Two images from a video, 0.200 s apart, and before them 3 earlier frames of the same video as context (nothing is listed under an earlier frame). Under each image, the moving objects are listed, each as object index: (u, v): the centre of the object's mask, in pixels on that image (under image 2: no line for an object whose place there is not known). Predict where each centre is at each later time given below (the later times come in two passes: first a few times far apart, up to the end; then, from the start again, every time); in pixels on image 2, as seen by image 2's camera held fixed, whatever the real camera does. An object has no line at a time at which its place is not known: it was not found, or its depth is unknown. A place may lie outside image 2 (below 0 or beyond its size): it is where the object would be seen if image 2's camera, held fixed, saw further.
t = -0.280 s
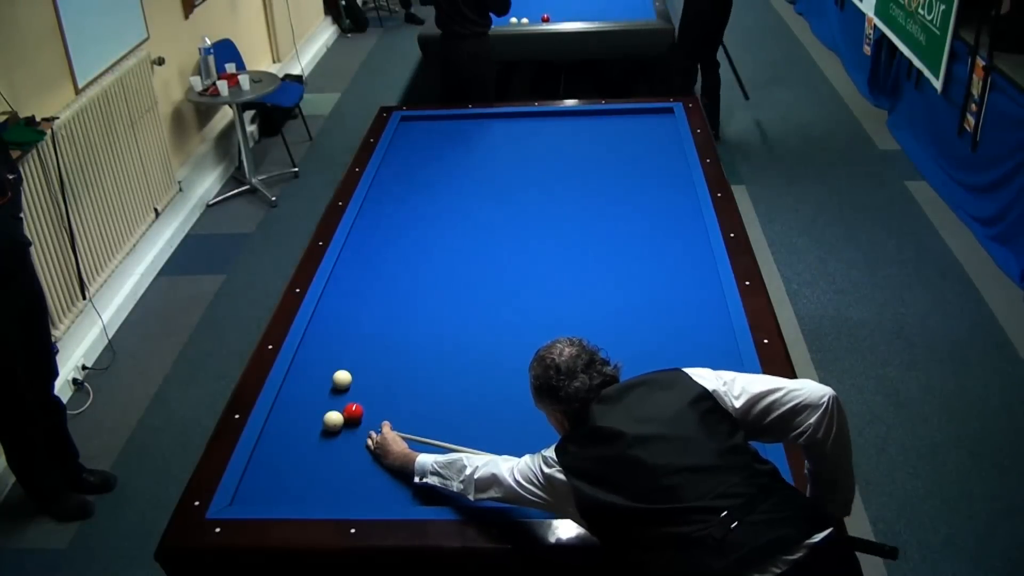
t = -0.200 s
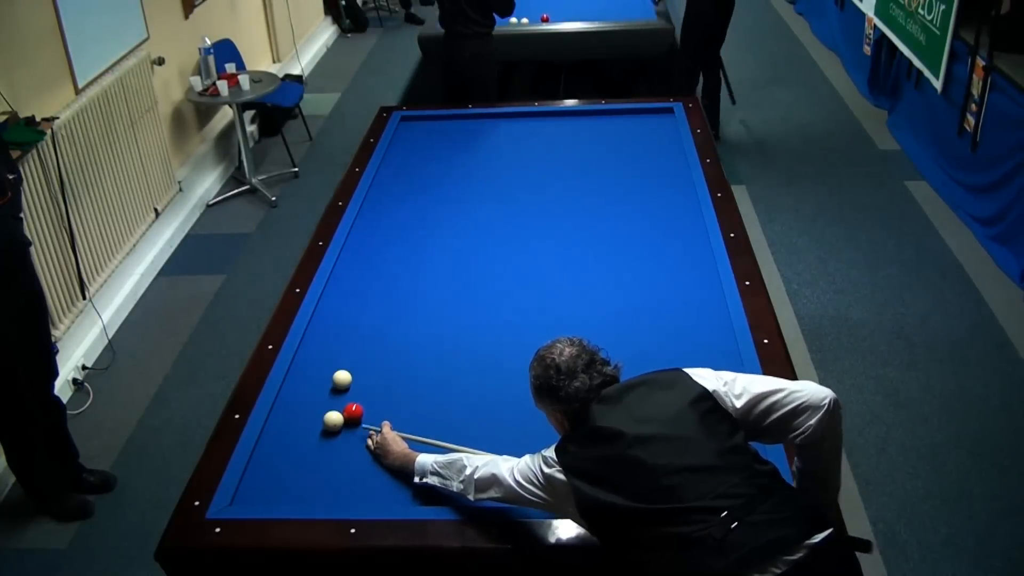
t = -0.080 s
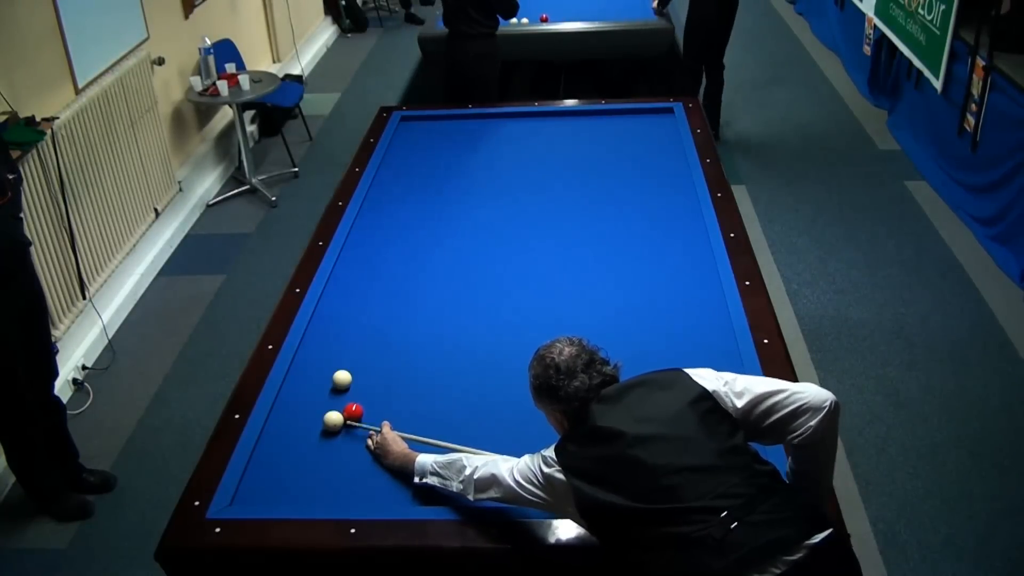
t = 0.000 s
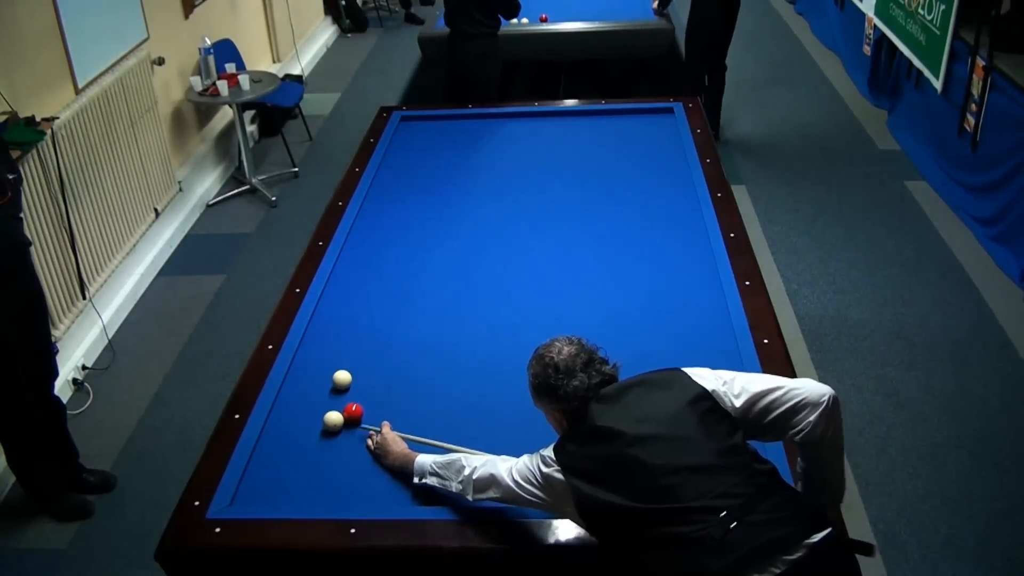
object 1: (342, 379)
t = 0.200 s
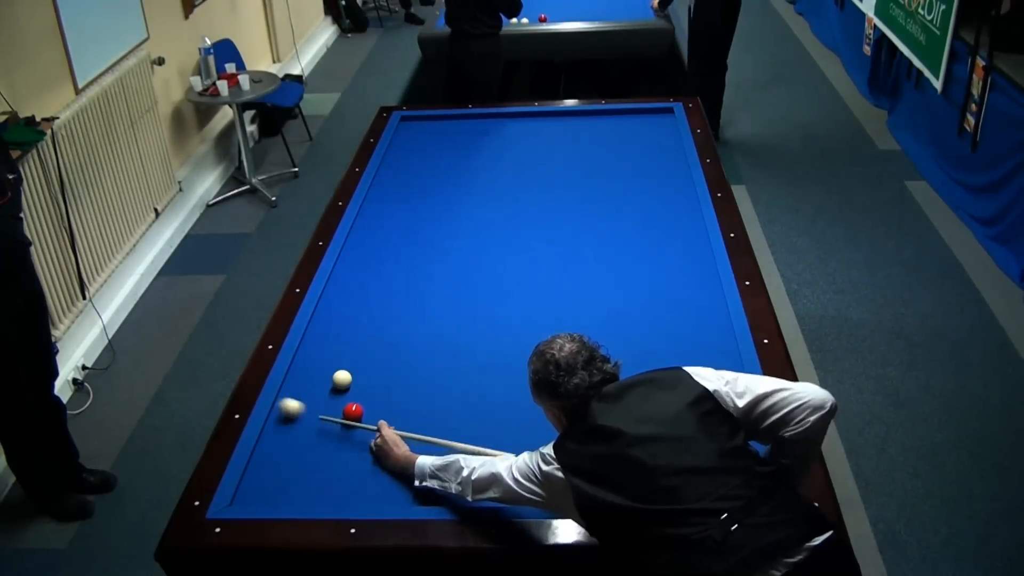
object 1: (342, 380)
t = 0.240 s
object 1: (342, 380)
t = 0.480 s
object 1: (408, 323)
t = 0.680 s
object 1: (453, 284)
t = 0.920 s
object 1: (498, 246)
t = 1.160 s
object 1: (537, 213)
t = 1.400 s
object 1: (570, 184)
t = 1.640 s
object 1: (601, 158)
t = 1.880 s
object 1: (628, 135)
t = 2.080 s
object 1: (648, 118)
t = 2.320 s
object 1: (670, 118)
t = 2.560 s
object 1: (661, 129)
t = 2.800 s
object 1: (653, 139)
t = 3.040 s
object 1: (644, 150)
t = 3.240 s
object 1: (636, 160)
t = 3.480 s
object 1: (627, 172)
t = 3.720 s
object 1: (617, 183)
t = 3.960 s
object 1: (607, 195)
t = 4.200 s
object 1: (596, 208)
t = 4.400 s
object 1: (588, 219)
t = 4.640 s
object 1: (577, 232)
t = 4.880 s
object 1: (565, 245)
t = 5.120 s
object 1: (554, 259)
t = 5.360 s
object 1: (542, 274)
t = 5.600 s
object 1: (530, 288)
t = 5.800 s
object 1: (520, 301)
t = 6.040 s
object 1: (507, 316)
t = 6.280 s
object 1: (494, 331)
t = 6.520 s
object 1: (481, 347)
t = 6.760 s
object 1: (467, 363)
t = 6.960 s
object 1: (456, 377)
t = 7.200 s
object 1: (442, 393)
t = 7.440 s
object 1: (427, 410)
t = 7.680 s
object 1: (413, 428)
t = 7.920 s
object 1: (398, 445)
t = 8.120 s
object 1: (386, 459)
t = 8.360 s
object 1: (371, 477)
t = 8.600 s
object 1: (357, 494)
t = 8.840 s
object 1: (347, 492)
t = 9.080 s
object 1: (341, 483)
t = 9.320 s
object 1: (335, 475)
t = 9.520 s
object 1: (330, 469)
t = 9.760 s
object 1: (330, 462)
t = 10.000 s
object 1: (330, 456)
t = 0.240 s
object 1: (342, 380)
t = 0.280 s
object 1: (344, 377)
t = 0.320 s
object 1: (358, 365)
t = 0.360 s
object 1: (372, 354)
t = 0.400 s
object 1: (385, 343)
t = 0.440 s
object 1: (397, 333)
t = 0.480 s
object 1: (408, 323)
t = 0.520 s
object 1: (418, 314)
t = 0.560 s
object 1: (428, 306)
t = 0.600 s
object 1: (436, 299)
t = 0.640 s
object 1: (445, 291)
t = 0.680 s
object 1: (453, 284)
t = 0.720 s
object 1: (461, 277)
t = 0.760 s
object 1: (469, 271)
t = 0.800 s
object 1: (476, 265)
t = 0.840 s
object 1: (483, 258)
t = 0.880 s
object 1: (491, 252)
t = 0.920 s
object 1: (498, 246)
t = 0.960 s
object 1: (504, 240)
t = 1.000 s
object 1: (511, 234)
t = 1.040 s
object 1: (518, 229)
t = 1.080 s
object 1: (524, 223)
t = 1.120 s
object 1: (530, 218)
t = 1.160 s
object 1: (537, 213)
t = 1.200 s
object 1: (543, 208)
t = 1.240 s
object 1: (548, 203)
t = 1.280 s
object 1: (554, 198)
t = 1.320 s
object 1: (560, 193)
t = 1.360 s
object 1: (565, 188)
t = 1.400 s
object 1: (570, 184)
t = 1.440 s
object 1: (576, 179)
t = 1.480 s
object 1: (581, 175)
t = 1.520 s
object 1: (586, 171)
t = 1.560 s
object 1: (591, 166)
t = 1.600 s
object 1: (596, 162)
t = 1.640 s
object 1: (601, 158)
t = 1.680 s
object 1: (605, 154)
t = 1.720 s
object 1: (610, 150)
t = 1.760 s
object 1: (615, 146)
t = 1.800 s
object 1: (619, 143)
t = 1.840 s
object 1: (623, 139)
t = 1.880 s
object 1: (628, 135)
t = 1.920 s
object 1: (632, 132)
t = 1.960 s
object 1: (636, 128)
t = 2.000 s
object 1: (640, 125)
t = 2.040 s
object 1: (644, 121)
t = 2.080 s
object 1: (648, 118)
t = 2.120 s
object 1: (652, 115)
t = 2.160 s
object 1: (655, 111)
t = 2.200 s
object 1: (659, 111)
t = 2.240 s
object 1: (663, 114)
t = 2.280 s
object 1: (666, 116)
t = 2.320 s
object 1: (670, 118)
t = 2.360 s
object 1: (668, 120)
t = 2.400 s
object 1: (667, 122)
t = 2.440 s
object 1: (665, 124)
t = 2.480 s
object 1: (664, 125)
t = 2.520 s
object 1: (663, 127)
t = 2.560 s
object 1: (661, 129)
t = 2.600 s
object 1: (660, 131)
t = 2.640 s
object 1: (658, 132)
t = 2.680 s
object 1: (657, 134)
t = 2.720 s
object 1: (655, 136)
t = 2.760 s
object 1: (654, 138)
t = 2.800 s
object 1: (653, 139)
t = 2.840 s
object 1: (651, 141)
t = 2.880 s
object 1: (650, 143)
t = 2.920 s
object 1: (648, 145)
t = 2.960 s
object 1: (647, 147)
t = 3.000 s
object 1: (645, 149)
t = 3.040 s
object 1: (644, 150)
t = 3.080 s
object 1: (642, 152)
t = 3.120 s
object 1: (641, 154)
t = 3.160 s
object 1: (639, 156)
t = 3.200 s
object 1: (638, 158)
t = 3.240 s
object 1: (636, 160)
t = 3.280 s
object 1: (635, 162)
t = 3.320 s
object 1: (633, 164)
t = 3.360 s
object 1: (632, 166)
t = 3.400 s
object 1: (630, 168)
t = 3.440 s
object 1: (628, 170)
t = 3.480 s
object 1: (627, 172)
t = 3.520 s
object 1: (625, 173)
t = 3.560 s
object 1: (624, 175)
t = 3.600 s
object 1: (622, 177)
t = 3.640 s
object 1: (620, 179)
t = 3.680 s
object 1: (619, 181)
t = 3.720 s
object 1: (617, 183)
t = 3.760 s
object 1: (615, 185)
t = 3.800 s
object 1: (613, 187)
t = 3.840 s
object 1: (612, 189)
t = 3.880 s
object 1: (610, 191)
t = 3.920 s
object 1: (608, 193)
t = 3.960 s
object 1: (607, 195)
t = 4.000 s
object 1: (605, 198)
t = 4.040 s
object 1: (603, 200)
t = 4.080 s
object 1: (602, 202)
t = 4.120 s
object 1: (600, 204)
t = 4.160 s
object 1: (598, 206)
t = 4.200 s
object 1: (596, 208)
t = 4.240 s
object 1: (595, 210)
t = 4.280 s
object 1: (593, 212)
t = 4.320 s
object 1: (591, 214)
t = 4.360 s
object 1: (589, 217)
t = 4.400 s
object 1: (588, 219)
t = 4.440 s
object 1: (586, 221)
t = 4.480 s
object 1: (584, 223)
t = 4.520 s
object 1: (582, 225)
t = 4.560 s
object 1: (580, 228)
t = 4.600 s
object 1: (578, 230)
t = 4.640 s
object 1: (577, 232)
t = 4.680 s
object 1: (575, 234)
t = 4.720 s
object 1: (573, 236)
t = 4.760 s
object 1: (571, 239)
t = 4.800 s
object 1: (569, 241)
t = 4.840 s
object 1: (567, 243)
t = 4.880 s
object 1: (565, 245)
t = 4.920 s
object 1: (564, 248)
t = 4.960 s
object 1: (562, 250)
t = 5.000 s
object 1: (560, 252)
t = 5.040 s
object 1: (558, 255)
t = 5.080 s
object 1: (556, 257)
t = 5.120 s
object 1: (554, 259)
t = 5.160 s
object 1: (552, 262)
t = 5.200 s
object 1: (550, 264)
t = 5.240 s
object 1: (548, 266)
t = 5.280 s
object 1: (546, 269)
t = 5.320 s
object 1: (544, 271)
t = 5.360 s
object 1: (542, 274)
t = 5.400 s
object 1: (540, 276)
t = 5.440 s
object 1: (538, 278)
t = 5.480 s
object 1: (536, 281)
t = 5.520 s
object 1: (534, 283)
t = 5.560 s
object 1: (532, 286)
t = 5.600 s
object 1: (530, 288)
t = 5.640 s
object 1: (528, 291)
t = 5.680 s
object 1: (526, 293)
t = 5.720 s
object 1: (524, 296)
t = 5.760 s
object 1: (522, 298)
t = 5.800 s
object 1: (520, 301)
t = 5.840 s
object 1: (518, 303)
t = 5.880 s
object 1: (516, 306)
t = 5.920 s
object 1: (514, 308)
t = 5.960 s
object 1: (512, 310)
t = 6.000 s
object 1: (510, 313)
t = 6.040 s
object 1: (507, 316)
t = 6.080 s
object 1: (505, 318)
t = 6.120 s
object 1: (503, 321)
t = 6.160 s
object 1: (501, 323)
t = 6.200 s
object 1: (499, 326)
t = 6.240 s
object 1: (496, 329)
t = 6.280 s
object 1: (494, 331)
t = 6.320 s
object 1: (492, 334)
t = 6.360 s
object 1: (490, 336)
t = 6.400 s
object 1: (488, 339)
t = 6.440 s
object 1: (485, 341)
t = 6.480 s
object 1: (483, 344)
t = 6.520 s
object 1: (481, 347)
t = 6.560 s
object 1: (479, 350)
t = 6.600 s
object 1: (476, 352)
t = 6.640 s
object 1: (474, 355)
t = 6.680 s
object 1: (472, 358)
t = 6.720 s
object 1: (470, 360)
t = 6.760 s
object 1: (467, 363)
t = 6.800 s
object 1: (465, 365)
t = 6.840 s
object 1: (463, 368)
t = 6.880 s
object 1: (461, 371)
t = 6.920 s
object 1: (458, 374)
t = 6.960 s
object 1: (456, 377)
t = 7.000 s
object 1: (454, 379)
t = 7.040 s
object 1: (451, 382)
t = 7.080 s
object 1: (449, 385)
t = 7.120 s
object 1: (446, 388)
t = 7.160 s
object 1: (444, 390)
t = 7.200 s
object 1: (442, 393)
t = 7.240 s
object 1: (439, 396)
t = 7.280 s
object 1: (437, 399)
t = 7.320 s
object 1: (435, 401)
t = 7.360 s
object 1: (432, 405)
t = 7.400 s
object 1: (430, 407)
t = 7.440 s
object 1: (427, 410)
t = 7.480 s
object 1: (425, 413)
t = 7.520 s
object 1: (422, 416)
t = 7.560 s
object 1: (420, 418)
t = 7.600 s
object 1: (418, 422)
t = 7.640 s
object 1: (415, 424)
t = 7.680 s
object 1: (413, 428)
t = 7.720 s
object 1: (410, 430)
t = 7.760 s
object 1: (408, 433)
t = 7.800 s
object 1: (405, 436)
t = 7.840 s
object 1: (403, 439)
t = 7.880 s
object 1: (400, 442)
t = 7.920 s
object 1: (398, 445)
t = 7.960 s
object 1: (395, 448)
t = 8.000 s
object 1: (393, 451)
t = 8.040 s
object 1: (390, 453)
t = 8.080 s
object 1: (388, 457)
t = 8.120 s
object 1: (386, 459)
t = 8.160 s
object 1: (383, 463)
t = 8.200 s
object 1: (381, 465)
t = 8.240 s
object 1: (378, 468)
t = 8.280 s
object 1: (376, 471)
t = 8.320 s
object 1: (373, 475)
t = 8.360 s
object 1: (371, 477)
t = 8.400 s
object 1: (369, 480)
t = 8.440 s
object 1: (366, 483)
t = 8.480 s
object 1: (364, 486)
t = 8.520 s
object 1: (361, 489)
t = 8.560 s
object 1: (359, 492)
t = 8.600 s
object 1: (357, 494)
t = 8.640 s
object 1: (354, 496)
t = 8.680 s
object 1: (352, 498)
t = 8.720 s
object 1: (351, 496)
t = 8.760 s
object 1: (350, 495)
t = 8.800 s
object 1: (349, 494)
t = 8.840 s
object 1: (347, 492)
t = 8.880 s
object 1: (346, 491)
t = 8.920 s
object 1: (345, 490)
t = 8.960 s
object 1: (344, 488)
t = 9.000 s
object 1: (343, 487)
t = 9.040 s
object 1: (342, 485)
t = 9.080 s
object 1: (341, 483)
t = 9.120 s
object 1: (340, 482)
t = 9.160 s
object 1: (339, 481)
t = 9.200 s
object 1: (338, 480)
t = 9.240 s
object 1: (337, 478)
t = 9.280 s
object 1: (336, 476)
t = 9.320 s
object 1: (335, 475)
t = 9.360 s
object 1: (334, 474)
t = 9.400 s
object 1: (333, 473)
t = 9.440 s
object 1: (332, 471)
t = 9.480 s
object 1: (331, 470)
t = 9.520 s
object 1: (330, 469)
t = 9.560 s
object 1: (330, 468)
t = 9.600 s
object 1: (330, 466)
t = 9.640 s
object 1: (330, 466)
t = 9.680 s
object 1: (330, 465)
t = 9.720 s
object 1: (330, 463)
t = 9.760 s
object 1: (330, 462)
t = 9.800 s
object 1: (330, 462)
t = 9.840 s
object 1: (330, 460)
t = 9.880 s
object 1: (330, 460)
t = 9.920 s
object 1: (330, 458)
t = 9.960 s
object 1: (330, 457)
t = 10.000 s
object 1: (330, 456)
